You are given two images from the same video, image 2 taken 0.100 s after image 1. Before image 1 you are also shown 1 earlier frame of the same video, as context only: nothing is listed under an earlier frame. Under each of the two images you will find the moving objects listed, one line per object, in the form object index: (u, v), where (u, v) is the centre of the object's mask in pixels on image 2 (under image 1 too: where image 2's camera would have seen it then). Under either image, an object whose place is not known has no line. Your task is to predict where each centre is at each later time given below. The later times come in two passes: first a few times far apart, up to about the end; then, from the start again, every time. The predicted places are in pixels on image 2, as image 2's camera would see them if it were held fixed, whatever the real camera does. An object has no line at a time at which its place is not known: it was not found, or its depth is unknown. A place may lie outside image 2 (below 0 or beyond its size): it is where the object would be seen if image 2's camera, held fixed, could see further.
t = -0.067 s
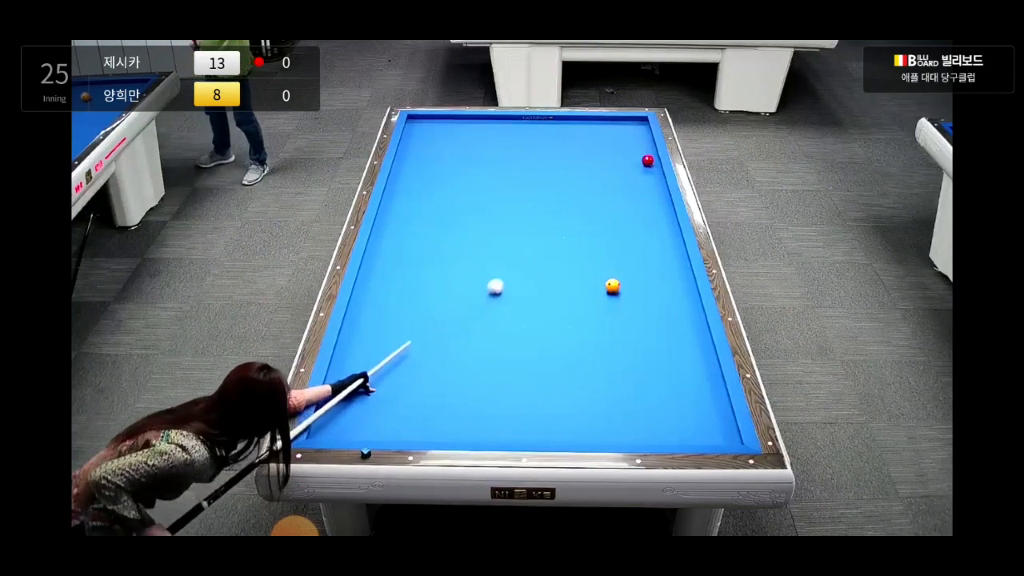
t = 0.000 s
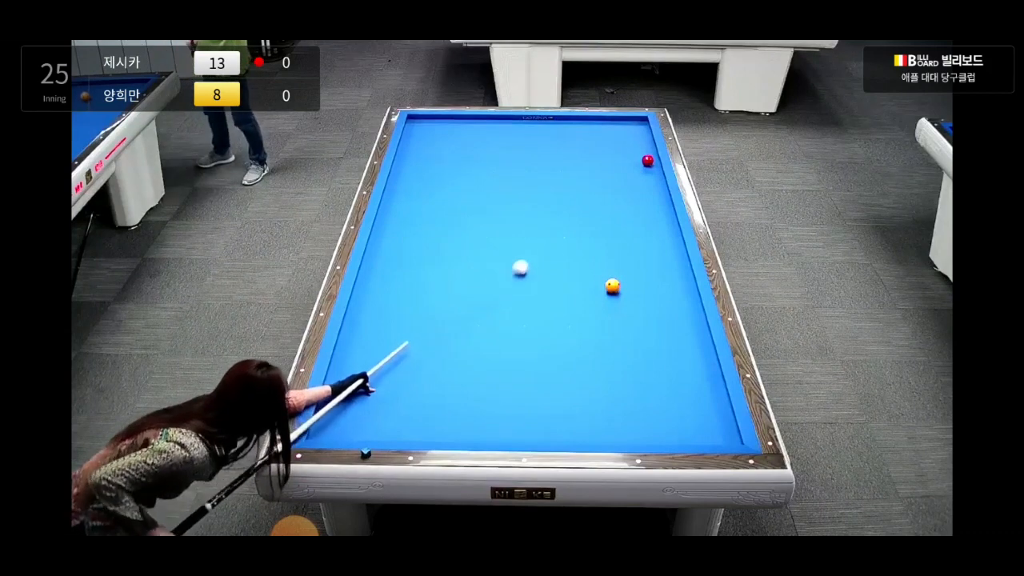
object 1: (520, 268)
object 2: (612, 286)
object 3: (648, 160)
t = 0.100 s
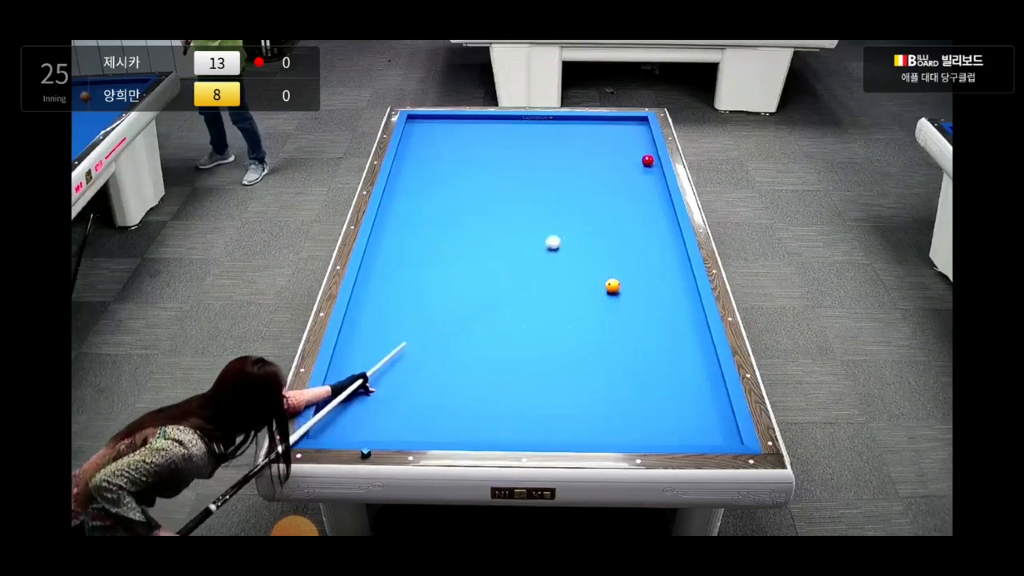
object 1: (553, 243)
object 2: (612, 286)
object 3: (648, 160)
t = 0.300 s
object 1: (608, 199)
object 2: (612, 286)
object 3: (648, 160)
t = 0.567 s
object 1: (637, 159)
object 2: (612, 286)
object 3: (640, 151)
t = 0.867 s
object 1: (565, 134)
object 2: (613, 286)
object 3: (615, 129)
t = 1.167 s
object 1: (510, 123)
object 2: (613, 286)
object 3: (600, 124)
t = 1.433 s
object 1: (460, 136)
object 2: (613, 286)
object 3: (594, 134)
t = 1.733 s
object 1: (401, 151)
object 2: (612, 286)
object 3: (586, 146)
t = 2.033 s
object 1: (433, 169)
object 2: (613, 286)
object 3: (578, 157)
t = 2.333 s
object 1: (464, 188)
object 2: (613, 286)
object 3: (570, 169)
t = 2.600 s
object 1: (494, 207)
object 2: (613, 286)
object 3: (563, 180)
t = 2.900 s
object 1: (529, 229)
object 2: (613, 286)
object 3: (554, 192)
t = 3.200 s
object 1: (568, 253)
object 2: (613, 286)
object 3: (545, 205)
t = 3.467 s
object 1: (604, 275)
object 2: (612, 286)
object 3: (537, 217)
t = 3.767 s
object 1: (637, 281)
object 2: (622, 308)
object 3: (527, 230)
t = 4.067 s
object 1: (669, 286)
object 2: (631, 328)
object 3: (517, 244)
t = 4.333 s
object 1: (687, 288)
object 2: (639, 348)
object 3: (509, 256)
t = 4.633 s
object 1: (671, 287)
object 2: (650, 371)
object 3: (499, 270)
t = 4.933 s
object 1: (656, 285)
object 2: (660, 395)
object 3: (488, 285)
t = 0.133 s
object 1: (563, 235)
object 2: (612, 286)
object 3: (648, 160)
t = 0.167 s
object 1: (572, 227)
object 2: (612, 286)
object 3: (648, 160)
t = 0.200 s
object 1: (582, 220)
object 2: (612, 286)
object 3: (648, 160)
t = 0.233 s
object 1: (591, 213)
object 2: (612, 286)
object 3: (648, 160)
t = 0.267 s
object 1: (600, 206)
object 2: (613, 286)
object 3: (648, 160)
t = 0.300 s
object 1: (608, 199)
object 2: (612, 286)
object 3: (648, 160)
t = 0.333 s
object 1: (616, 193)
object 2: (612, 286)
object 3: (648, 160)
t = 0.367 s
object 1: (624, 187)
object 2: (612, 286)
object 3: (648, 160)
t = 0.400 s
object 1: (633, 181)
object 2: (612, 286)
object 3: (648, 160)
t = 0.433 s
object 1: (640, 175)
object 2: (612, 286)
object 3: (648, 160)
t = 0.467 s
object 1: (648, 169)
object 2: (612, 286)
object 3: (648, 159)
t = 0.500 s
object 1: (656, 164)
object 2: (612, 286)
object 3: (646, 159)
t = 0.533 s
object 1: (647, 162)
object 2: (612, 286)
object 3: (642, 154)
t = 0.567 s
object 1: (637, 159)
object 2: (612, 286)
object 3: (640, 151)
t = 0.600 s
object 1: (627, 157)
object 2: (612, 286)
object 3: (636, 149)
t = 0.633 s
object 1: (618, 154)
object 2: (612, 286)
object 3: (633, 146)
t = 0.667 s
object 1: (609, 151)
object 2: (612, 286)
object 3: (630, 143)
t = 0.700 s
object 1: (601, 148)
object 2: (612, 286)
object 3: (627, 141)
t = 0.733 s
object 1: (593, 146)
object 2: (612, 286)
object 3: (624, 138)
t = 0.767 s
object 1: (585, 142)
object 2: (612, 286)
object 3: (622, 136)
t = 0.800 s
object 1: (578, 140)
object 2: (612, 286)
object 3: (619, 134)
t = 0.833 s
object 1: (572, 136)
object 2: (612, 286)
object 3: (617, 131)
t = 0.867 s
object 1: (565, 134)
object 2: (613, 286)
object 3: (615, 129)
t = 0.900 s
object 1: (559, 131)
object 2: (612, 286)
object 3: (612, 127)
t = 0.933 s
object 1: (553, 128)
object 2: (612, 286)
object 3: (610, 125)
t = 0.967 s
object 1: (546, 125)
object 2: (612, 286)
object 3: (608, 122)
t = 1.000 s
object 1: (540, 122)
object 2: (613, 286)
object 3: (605, 121)
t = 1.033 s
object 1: (534, 120)
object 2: (613, 286)
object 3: (604, 119)
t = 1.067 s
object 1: (528, 117)
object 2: (613, 286)
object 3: (603, 120)
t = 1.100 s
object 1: (522, 119)
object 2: (613, 286)
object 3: (602, 121)
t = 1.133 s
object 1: (516, 121)
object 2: (613, 286)
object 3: (601, 123)
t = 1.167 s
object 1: (510, 123)
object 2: (613, 286)
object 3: (600, 124)
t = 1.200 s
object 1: (504, 125)
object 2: (613, 286)
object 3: (600, 126)
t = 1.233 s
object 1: (498, 127)
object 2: (612, 286)
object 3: (599, 127)
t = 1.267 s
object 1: (491, 128)
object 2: (612, 286)
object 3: (598, 129)
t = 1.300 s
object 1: (485, 130)
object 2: (612, 286)
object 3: (597, 130)
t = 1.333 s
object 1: (479, 131)
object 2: (612, 286)
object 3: (596, 130)
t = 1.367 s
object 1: (473, 133)
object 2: (612, 286)
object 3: (596, 132)
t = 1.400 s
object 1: (466, 134)
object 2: (612, 286)
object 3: (595, 134)
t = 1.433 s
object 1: (460, 136)
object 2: (613, 286)
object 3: (594, 134)
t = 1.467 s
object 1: (453, 137)
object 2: (613, 286)
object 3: (593, 136)
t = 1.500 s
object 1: (447, 139)
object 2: (613, 286)
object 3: (592, 137)
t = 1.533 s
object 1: (441, 141)
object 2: (613, 286)
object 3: (591, 138)
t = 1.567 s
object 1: (434, 142)
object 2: (613, 286)
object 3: (590, 140)
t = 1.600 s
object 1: (428, 144)
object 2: (613, 286)
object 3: (590, 141)
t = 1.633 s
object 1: (421, 146)
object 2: (613, 286)
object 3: (589, 142)
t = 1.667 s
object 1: (414, 147)
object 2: (612, 286)
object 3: (588, 143)
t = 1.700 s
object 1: (408, 149)
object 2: (612, 286)
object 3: (587, 145)
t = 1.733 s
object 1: (401, 151)
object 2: (612, 286)
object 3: (586, 146)
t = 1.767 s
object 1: (405, 153)
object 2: (612, 286)
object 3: (585, 147)
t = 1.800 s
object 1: (409, 155)
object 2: (612, 286)
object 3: (584, 148)
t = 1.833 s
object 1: (413, 157)
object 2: (613, 286)
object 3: (583, 150)
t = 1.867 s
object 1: (417, 159)
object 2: (613, 286)
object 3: (583, 151)
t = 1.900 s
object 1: (420, 161)
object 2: (613, 286)
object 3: (582, 152)
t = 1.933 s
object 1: (423, 163)
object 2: (613, 286)
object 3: (581, 153)
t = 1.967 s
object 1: (427, 165)
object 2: (613, 286)
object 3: (580, 155)
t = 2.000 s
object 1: (430, 167)
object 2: (613, 286)
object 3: (579, 156)
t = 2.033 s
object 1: (433, 169)
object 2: (613, 286)
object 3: (578, 157)
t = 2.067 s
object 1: (437, 171)
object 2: (613, 286)
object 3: (577, 158)
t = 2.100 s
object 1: (440, 173)
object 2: (613, 286)
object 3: (576, 160)
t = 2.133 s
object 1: (443, 175)
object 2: (613, 286)
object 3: (576, 161)
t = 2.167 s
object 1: (447, 177)
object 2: (613, 286)
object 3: (574, 163)
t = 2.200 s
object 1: (450, 180)
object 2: (613, 286)
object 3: (574, 164)
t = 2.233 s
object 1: (454, 182)
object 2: (613, 286)
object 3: (573, 165)
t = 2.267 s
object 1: (457, 184)
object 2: (613, 286)
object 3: (572, 167)
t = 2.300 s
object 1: (460, 186)
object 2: (613, 286)
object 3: (571, 168)
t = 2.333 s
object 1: (464, 188)
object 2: (613, 286)
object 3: (570, 169)
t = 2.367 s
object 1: (468, 191)
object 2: (613, 286)
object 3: (569, 170)
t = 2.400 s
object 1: (471, 193)
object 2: (613, 286)
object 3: (568, 172)
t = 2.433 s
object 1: (475, 195)
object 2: (613, 286)
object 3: (567, 173)
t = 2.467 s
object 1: (479, 198)
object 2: (613, 286)
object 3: (566, 175)
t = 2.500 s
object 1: (483, 200)
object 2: (613, 286)
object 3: (565, 176)
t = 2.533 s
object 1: (486, 202)
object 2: (613, 286)
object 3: (564, 177)
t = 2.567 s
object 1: (490, 204)
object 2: (613, 286)
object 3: (564, 178)
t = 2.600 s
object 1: (494, 207)
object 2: (613, 286)
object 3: (563, 180)
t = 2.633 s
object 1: (498, 209)
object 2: (613, 286)
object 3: (561, 181)
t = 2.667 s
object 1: (502, 212)
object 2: (613, 286)
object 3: (560, 182)
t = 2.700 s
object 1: (505, 214)
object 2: (613, 286)
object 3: (560, 184)
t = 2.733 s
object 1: (509, 216)
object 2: (613, 286)
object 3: (559, 185)
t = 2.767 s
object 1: (513, 219)
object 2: (613, 286)
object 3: (558, 187)
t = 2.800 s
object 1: (517, 221)
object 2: (613, 286)
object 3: (557, 188)
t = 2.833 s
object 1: (521, 224)
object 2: (613, 286)
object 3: (556, 190)
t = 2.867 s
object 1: (525, 226)
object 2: (613, 286)
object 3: (555, 191)
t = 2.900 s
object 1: (529, 229)
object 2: (613, 286)
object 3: (554, 192)
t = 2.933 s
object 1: (533, 232)
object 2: (613, 286)
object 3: (553, 194)
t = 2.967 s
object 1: (538, 234)
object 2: (613, 286)
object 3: (552, 195)
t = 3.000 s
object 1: (542, 237)
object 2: (613, 286)
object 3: (551, 197)
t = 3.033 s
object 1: (546, 240)
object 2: (613, 286)
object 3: (550, 198)
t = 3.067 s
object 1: (550, 242)
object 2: (613, 286)
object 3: (549, 199)
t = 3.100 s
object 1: (555, 245)
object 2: (613, 286)
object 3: (548, 201)
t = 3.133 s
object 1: (559, 248)
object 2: (613, 286)
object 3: (547, 202)
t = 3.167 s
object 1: (563, 250)
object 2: (613, 286)
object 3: (546, 204)
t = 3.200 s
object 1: (568, 253)
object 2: (613, 286)
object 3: (545, 205)
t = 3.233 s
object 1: (572, 256)
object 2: (612, 286)
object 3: (544, 207)
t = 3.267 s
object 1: (577, 259)
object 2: (612, 286)
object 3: (543, 208)
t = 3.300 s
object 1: (581, 261)
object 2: (612, 286)
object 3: (542, 209)
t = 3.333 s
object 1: (586, 264)
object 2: (612, 286)
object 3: (541, 211)
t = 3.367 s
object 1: (590, 267)
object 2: (612, 286)
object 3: (540, 212)
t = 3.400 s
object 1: (595, 270)
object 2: (612, 286)
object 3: (539, 214)
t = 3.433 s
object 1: (600, 273)
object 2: (612, 286)
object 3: (538, 215)
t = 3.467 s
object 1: (604, 275)
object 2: (612, 286)
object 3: (537, 217)
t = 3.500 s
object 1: (608, 276)
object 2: (613, 287)
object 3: (536, 218)
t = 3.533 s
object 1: (612, 277)
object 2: (614, 289)
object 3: (535, 220)
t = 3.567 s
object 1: (616, 278)
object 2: (615, 293)
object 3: (533, 221)
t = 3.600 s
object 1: (619, 279)
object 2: (617, 296)
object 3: (532, 223)
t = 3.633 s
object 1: (623, 279)
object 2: (618, 298)
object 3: (531, 224)
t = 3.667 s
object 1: (626, 280)
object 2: (619, 300)
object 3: (530, 226)
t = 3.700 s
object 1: (630, 280)
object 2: (620, 303)
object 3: (529, 227)
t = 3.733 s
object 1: (633, 281)
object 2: (621, 305)
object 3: (528, 229)
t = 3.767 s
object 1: (637, 281)
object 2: (622, 308)
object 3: (527, 230)
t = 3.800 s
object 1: (641, 282)
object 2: (623, 310)
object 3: (526, 232)
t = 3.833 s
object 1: (644, 282)
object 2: (624, 312)
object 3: (525, 233)
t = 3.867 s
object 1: (648, 283)
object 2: (625, 314)
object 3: (524, 234)
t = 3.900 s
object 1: (651, 283)
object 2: (626, 316)
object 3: (523, 236)
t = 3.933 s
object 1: (655, 284)
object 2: (627, 319)
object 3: (522, 238)
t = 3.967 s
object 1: (658, 284)
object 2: (628, 321)
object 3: (521, 239)
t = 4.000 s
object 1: (662, 285)
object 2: (629, 324)
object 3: (519, 241)
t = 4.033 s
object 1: (665, 285)
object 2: (630, 326)
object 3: (518, 242)
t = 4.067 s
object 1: (669, 286)
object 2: (631, 328)
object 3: (517, 244)
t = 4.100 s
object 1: (672, 286)
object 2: (632, 331)
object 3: (516, 245)
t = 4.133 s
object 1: (676, 287)
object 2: (633, 333)
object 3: (515, 247)
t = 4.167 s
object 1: (679, 287)
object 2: (634, 336)
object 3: (514, 248)
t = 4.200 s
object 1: (683, 287)
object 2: (635, 338)
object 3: (513, 250)
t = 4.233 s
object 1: (686, 288)
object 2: (636, 341)
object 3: (512, 251)
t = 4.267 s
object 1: (689, 288)
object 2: (638, 343)
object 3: (511, 253)
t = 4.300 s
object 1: (689, 288)
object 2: (639, 346)
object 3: (510, 254)
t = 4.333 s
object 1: (687, 288)
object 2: (639, 348)
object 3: (509, 256)
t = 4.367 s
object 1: (686, 288)
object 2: (641, 351)
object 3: (508, 257)
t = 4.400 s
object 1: (684, 288)
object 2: (642, 353)
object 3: (506, 259)
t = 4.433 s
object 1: (682, 288)
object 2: (643, 356)
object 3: (505, 261)
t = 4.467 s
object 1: (680, 288)
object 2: (644, 358)
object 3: (504, 262)
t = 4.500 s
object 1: (678, 287)
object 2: (645, 361)
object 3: (503, 264)
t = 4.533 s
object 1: (676, 287)
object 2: (646, 363)
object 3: (502, 265)
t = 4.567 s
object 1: (675, 287)
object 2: (648, 366)
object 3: (501, 267)
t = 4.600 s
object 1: (673, 287)
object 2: (649, 368)
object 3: (500, 268)
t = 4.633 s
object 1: (671, 287)
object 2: (650, 371)
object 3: (499, 270)
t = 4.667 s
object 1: (669, 287)
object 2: (651, 374)
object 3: (498, 272)
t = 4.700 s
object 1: (668, 286)
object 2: (652, 376)
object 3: (497, 273)
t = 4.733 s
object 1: (666, 286)
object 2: (653, 379)
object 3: (495, 275)
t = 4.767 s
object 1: (664, 286)
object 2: (654, 381)
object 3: (494, 277)
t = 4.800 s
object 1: (662, 286)
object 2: (655, 384)
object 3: (493, 278)
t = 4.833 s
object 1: (661, 286)
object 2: (657, 387)
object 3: (492, 280)
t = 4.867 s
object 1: (659, 286)
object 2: (658, 389)
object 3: (491, 281)
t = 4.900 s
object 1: (658, 285)
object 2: (659, 392)
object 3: (490, 283)
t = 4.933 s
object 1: (656, 285)
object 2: (660, 395)
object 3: (488, 285)
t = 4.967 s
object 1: (654, 285)
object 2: (661, 398)
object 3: (487, 286)
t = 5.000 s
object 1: (653, 285)
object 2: (663, 400)
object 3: (486, 288)
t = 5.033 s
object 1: (651, 285)
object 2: (664, 403)
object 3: (485, 290)
